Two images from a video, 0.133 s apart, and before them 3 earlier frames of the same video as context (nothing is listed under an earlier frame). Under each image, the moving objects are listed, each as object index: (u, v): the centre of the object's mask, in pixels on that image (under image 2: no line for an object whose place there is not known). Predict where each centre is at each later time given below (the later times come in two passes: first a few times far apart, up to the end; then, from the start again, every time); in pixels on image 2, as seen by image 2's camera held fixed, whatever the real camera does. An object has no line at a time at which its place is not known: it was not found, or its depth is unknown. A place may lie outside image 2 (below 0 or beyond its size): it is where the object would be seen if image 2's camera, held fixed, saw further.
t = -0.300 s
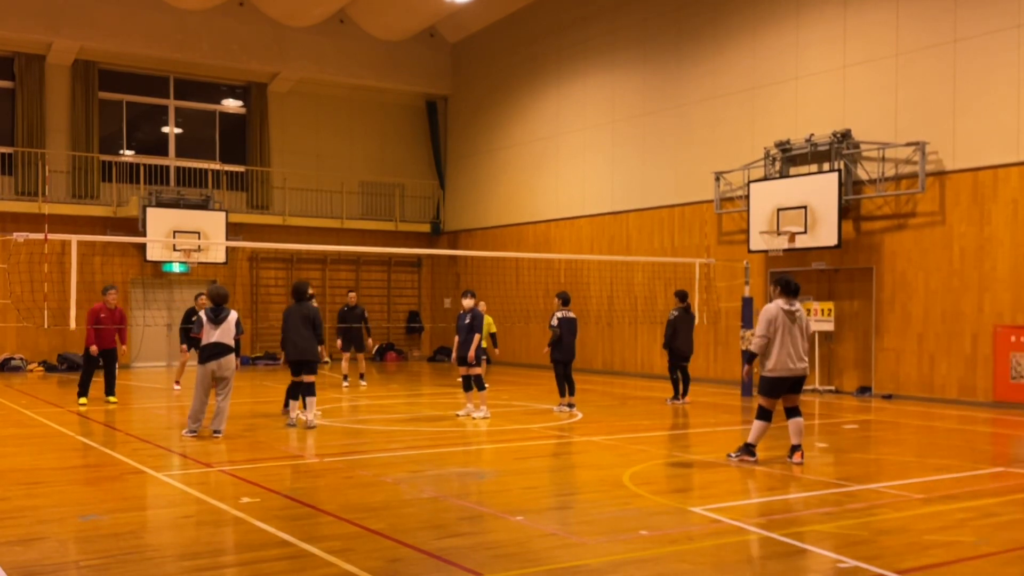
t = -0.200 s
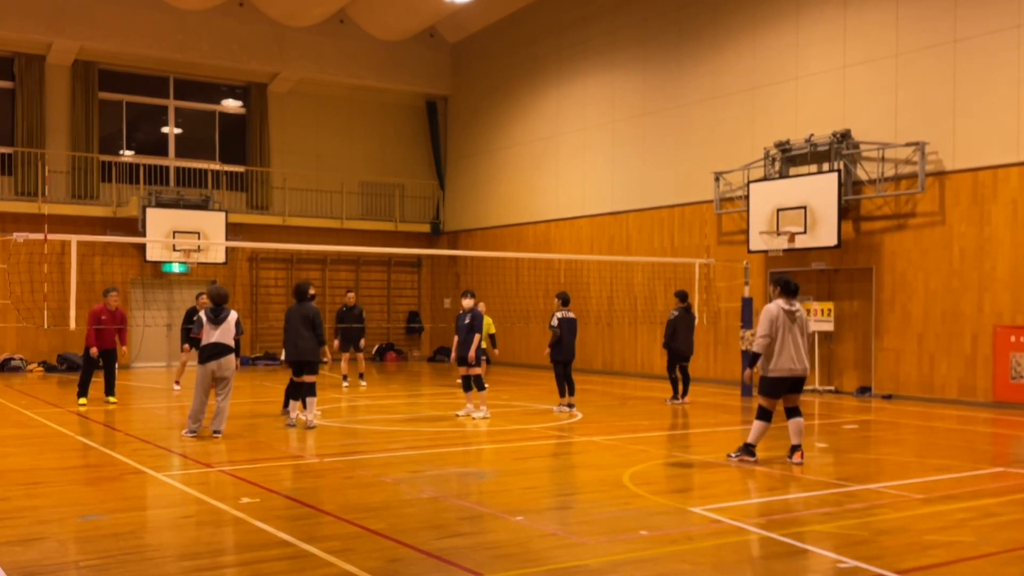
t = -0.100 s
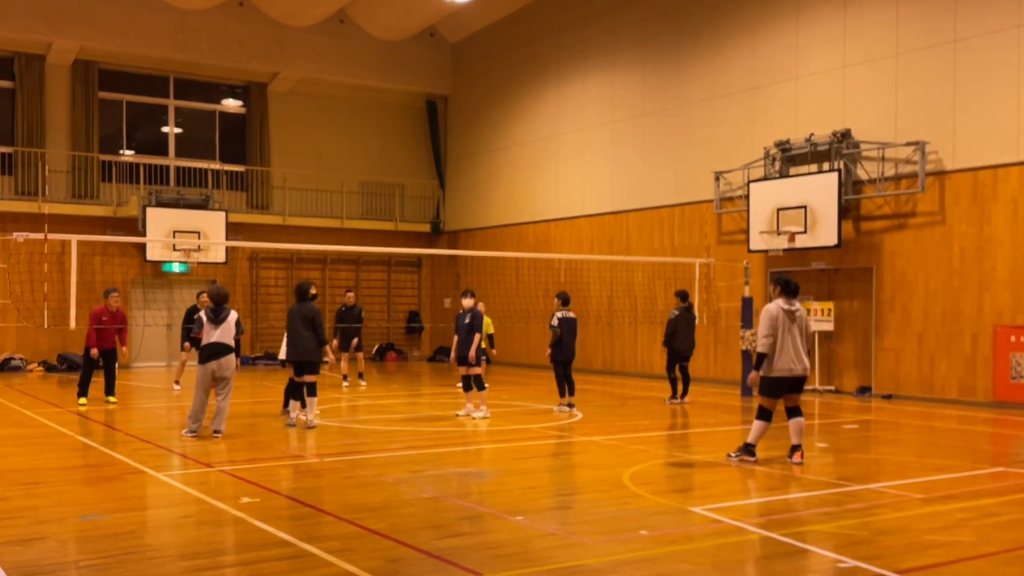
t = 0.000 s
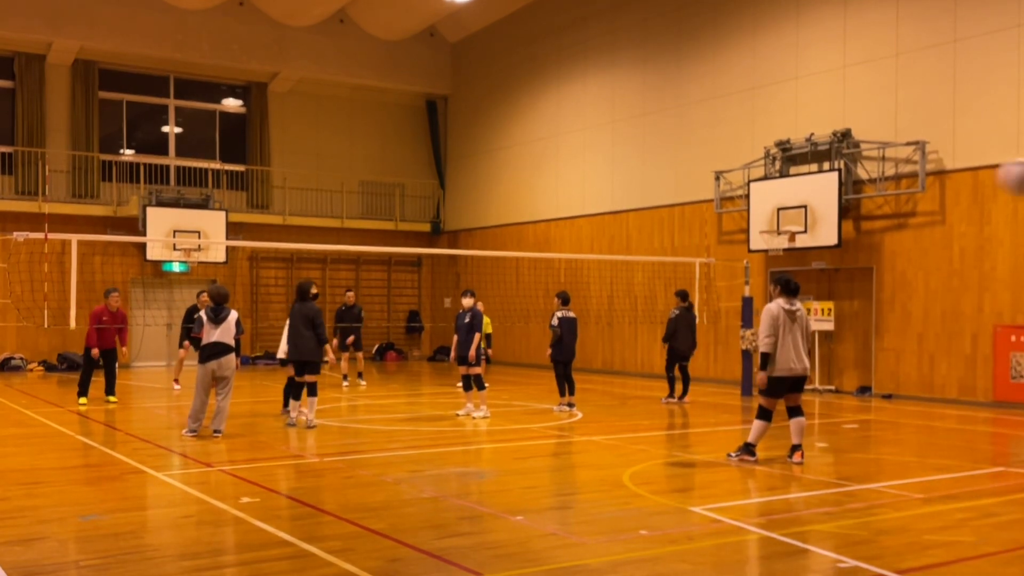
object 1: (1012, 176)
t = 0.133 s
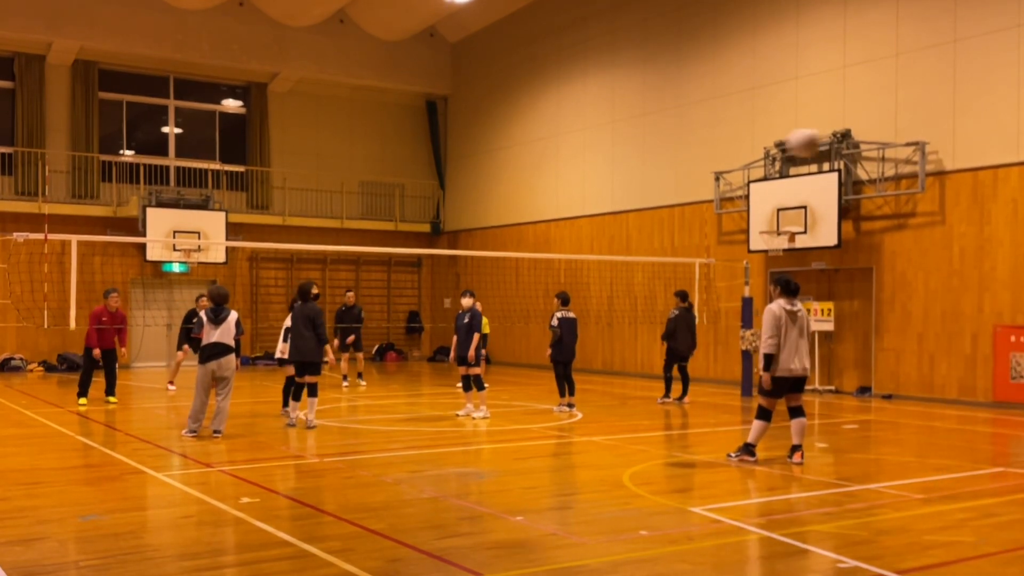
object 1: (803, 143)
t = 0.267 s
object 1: (679, 139)
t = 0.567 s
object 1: (534, 187)
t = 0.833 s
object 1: (469, 260)
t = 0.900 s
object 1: (458, 278)
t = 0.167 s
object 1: (766, 139)
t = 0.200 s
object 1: (734, 138)
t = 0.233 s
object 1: (705, 138)
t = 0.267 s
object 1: (679, 139)
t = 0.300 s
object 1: (656, 141)
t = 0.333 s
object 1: (635, 145)
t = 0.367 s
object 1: (616, 150)
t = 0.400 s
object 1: (599, 155)
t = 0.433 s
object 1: (584, 161)
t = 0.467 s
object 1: (570, 167)
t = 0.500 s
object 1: (558, 173)
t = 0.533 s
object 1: (546, 180)
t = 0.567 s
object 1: (534, 187)
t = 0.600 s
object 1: (524, 195)
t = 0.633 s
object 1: (514, 203)
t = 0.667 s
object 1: (505, 211)
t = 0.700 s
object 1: (497, 221)
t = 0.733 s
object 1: (490, 230)
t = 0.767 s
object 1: (483, 239)
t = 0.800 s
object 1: (476, 246)
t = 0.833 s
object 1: (469, 260)
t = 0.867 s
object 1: (464, 268)
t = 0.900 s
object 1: (458, 278)
